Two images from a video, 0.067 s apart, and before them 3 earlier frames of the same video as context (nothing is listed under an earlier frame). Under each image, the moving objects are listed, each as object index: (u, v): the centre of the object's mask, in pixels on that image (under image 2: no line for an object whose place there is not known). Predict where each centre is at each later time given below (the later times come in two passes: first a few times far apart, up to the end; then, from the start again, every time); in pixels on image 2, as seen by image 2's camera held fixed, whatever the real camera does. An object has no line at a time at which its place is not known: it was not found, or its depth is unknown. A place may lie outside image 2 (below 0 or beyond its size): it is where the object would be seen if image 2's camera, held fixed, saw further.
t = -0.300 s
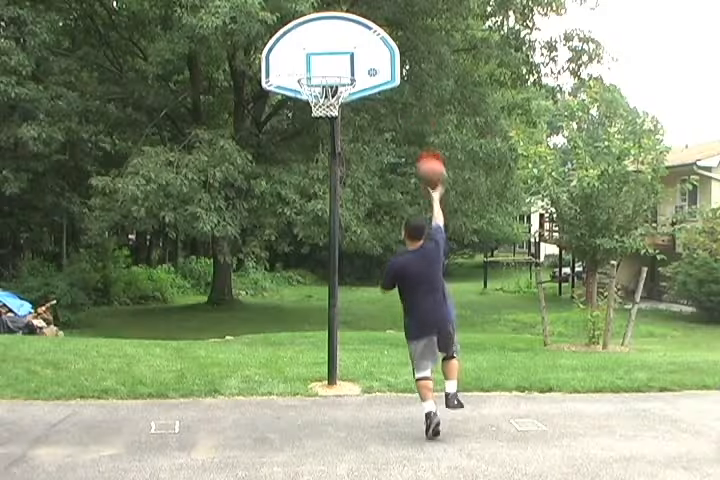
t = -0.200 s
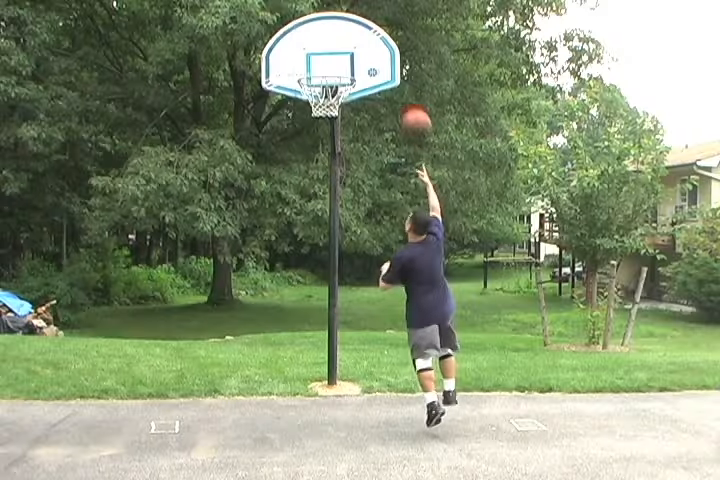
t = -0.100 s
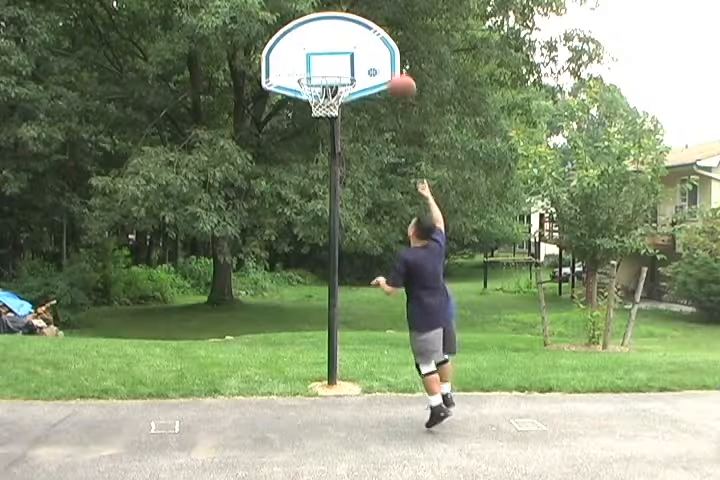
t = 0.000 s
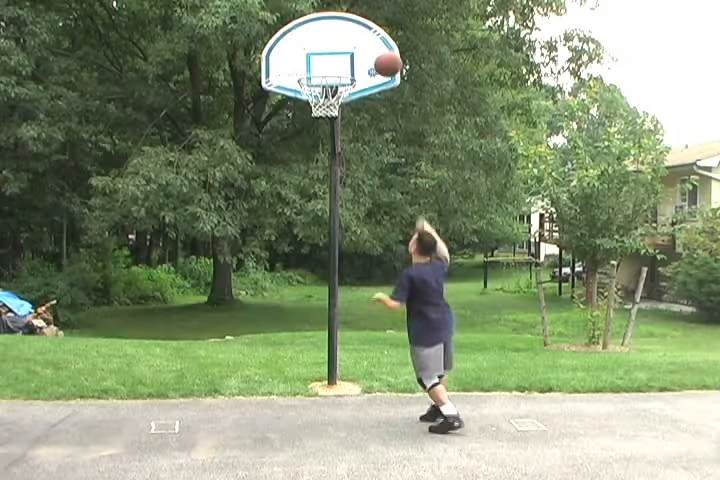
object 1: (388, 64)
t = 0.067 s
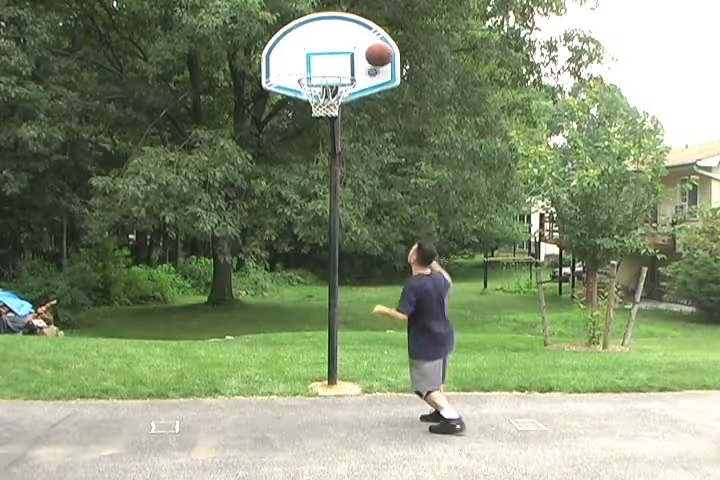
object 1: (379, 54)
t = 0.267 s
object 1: (355, 49)
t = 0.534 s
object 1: (326, 103)
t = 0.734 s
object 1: (318, 155)
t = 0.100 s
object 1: (374, 52)
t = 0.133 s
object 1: (370, 49)
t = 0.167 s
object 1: (367, 48)
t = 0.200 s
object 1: (363, 47)
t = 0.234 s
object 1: (359, 47)
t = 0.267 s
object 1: (355, 49)
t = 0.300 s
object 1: (352, 51)
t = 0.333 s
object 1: (348, 55)
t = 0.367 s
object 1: (345, 60)
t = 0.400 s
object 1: (340, 66)
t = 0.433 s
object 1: (337, 70)
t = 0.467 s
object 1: (332, 84)
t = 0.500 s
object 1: (331, 92)
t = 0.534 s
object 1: (326, 103)
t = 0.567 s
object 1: (322, 111)
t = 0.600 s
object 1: (322, 117)
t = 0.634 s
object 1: (321, 126)
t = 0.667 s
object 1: (320, 133)
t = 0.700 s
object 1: (320, 144)
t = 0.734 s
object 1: (318, 155)
